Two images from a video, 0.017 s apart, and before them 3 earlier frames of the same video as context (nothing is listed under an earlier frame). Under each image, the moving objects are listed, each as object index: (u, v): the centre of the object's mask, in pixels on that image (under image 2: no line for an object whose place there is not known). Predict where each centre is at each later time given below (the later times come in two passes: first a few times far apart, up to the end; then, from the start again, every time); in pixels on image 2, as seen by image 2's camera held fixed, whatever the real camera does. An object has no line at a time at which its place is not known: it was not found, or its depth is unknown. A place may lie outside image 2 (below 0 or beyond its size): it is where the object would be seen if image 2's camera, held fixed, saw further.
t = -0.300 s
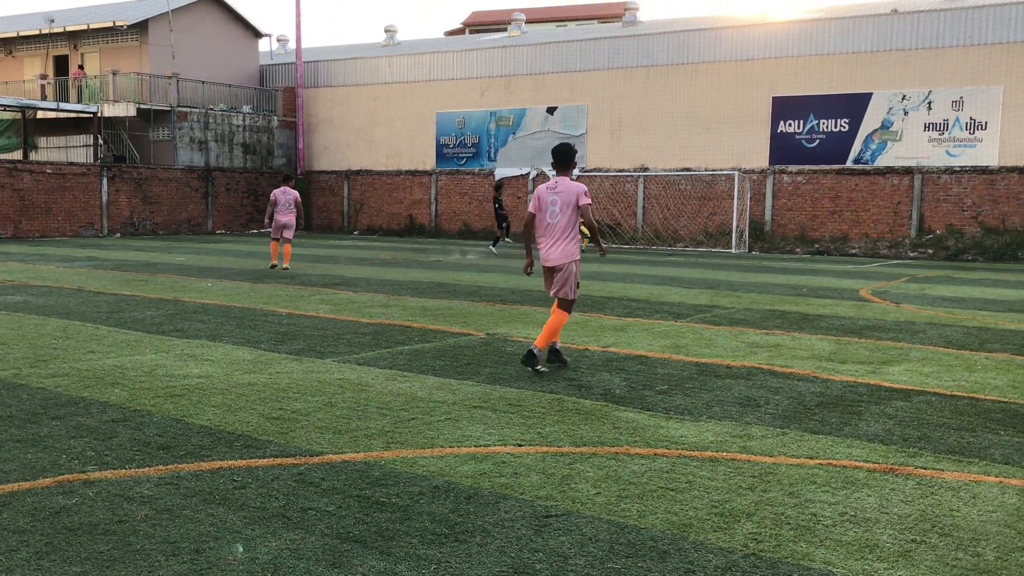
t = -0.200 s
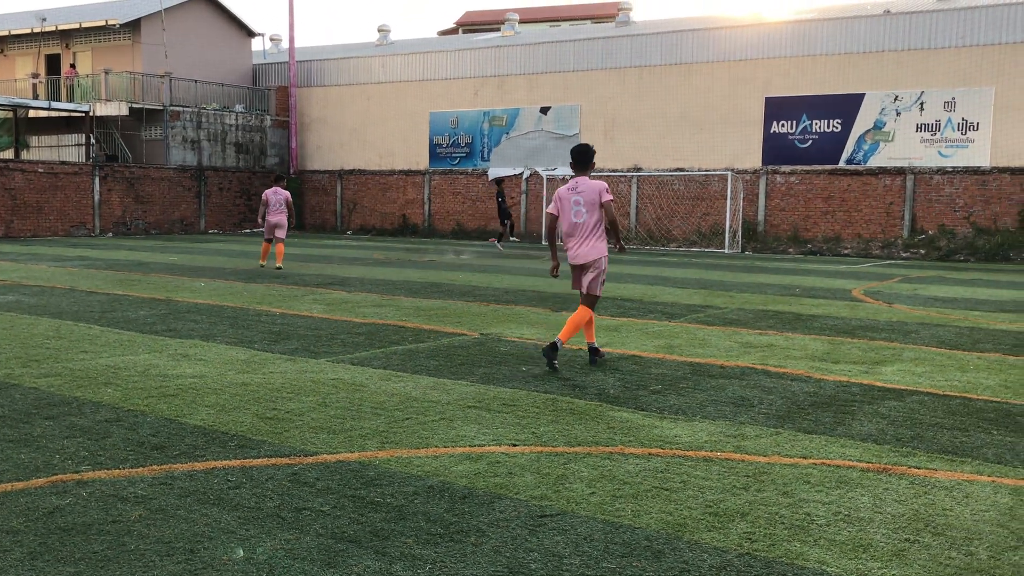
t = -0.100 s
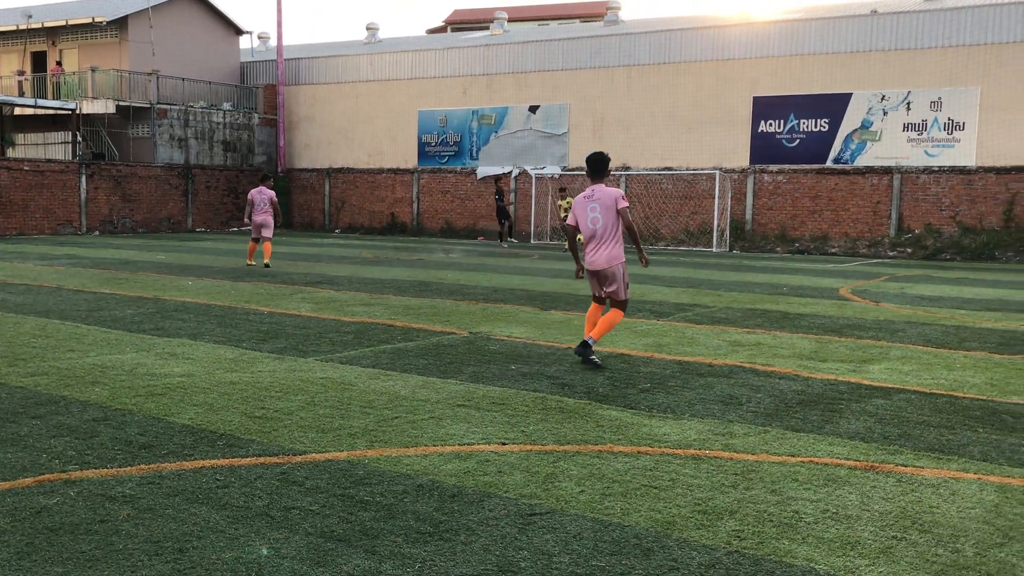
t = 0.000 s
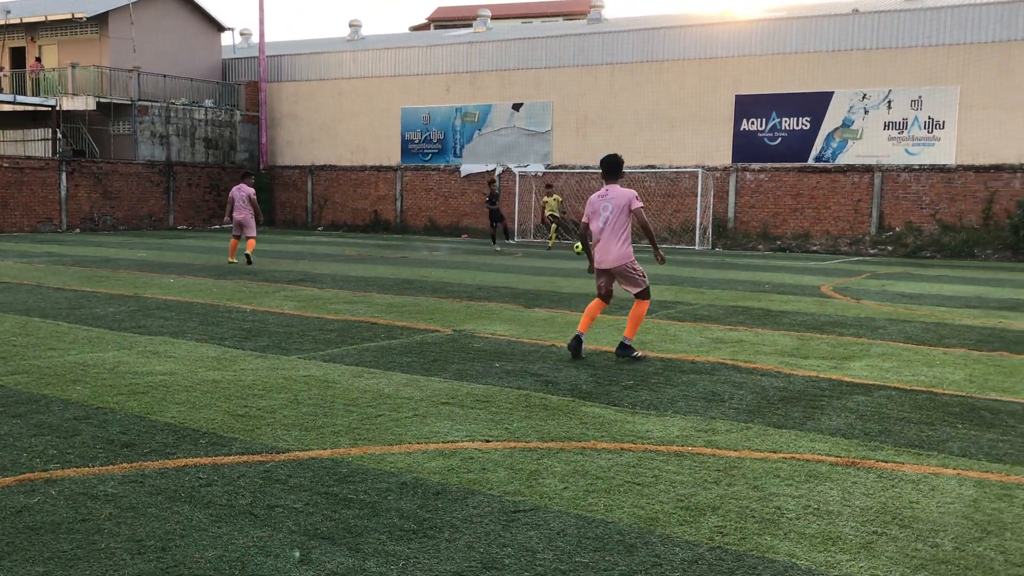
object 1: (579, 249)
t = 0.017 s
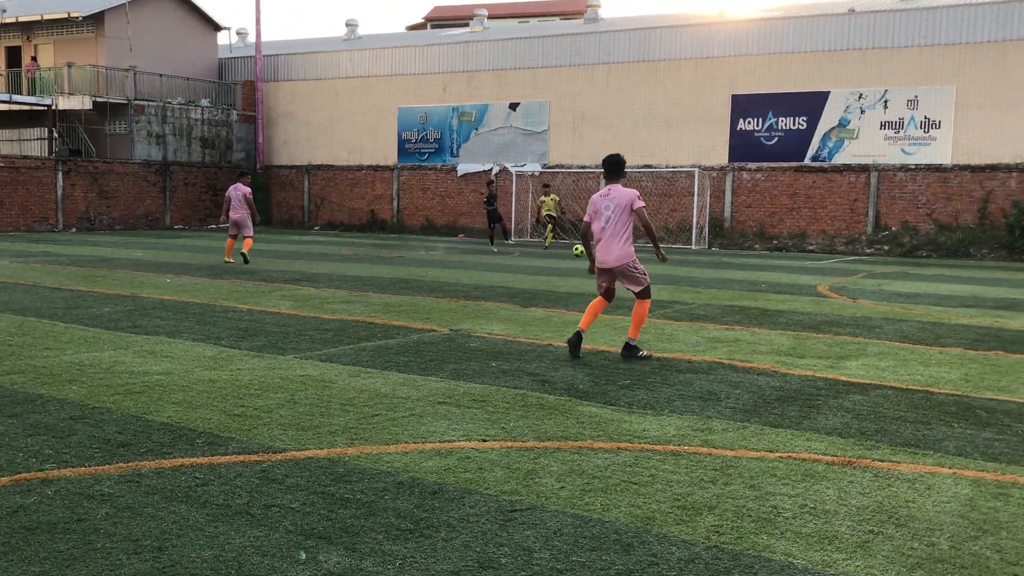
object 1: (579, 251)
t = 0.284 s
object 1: (618, 255)
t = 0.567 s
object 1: (672, 276)
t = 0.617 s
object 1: (683, 291)
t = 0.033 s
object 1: (581, 254)
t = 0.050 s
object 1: (584, 257)
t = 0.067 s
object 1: (586, 261)
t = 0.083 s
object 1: (588, 265)
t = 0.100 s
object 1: (590, 269)
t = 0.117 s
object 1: (592, 272)
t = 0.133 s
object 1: (595, 272)
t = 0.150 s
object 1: (598, 269)
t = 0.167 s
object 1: (600, 267)
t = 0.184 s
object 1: (602, 264)
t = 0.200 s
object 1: (605, 262)
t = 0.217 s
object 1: (607, 261)
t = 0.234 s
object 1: (610, 259)
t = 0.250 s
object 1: (612, 257)
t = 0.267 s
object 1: (615, 256)
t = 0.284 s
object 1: (618, 255)
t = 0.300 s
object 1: (620, 253)
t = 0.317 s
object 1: (623, 253)
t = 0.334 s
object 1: (626, 253)
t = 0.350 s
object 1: (629, 252)
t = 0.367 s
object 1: (631, 252)
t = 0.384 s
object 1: (635, 252)
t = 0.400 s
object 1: (638, 252)
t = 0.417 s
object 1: (641, 254)
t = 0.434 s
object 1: (644, 255)
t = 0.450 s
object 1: (647, 257)
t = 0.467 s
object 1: (651, 259)
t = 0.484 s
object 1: (654, 261)
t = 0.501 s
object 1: (657, 263)
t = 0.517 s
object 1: (661, 266)
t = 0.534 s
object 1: (664, 269)
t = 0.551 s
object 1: (668, 272)
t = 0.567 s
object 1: (672, 276)
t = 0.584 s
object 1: (676, 281)
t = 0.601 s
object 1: (680, 286)
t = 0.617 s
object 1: (683, 291)
